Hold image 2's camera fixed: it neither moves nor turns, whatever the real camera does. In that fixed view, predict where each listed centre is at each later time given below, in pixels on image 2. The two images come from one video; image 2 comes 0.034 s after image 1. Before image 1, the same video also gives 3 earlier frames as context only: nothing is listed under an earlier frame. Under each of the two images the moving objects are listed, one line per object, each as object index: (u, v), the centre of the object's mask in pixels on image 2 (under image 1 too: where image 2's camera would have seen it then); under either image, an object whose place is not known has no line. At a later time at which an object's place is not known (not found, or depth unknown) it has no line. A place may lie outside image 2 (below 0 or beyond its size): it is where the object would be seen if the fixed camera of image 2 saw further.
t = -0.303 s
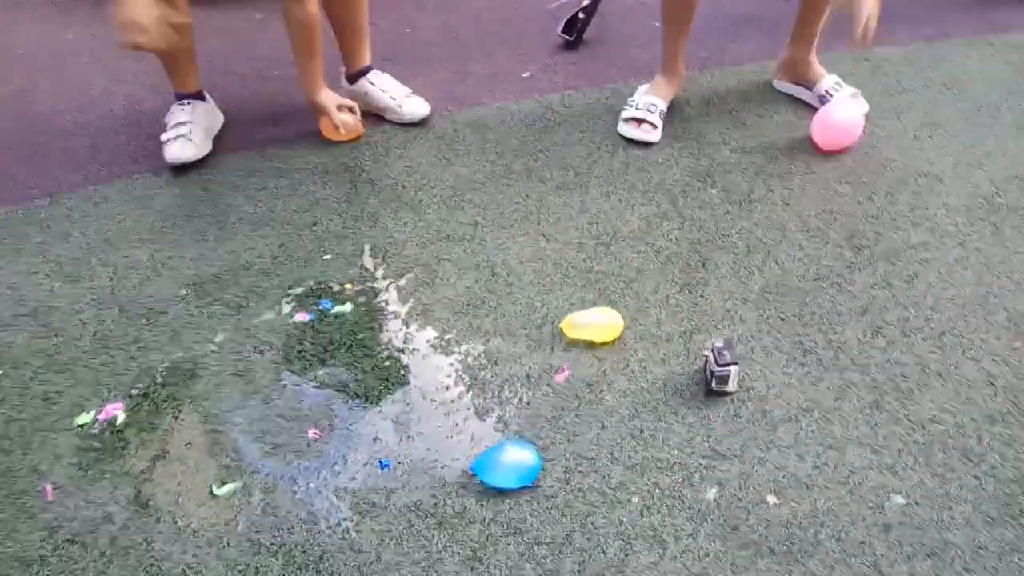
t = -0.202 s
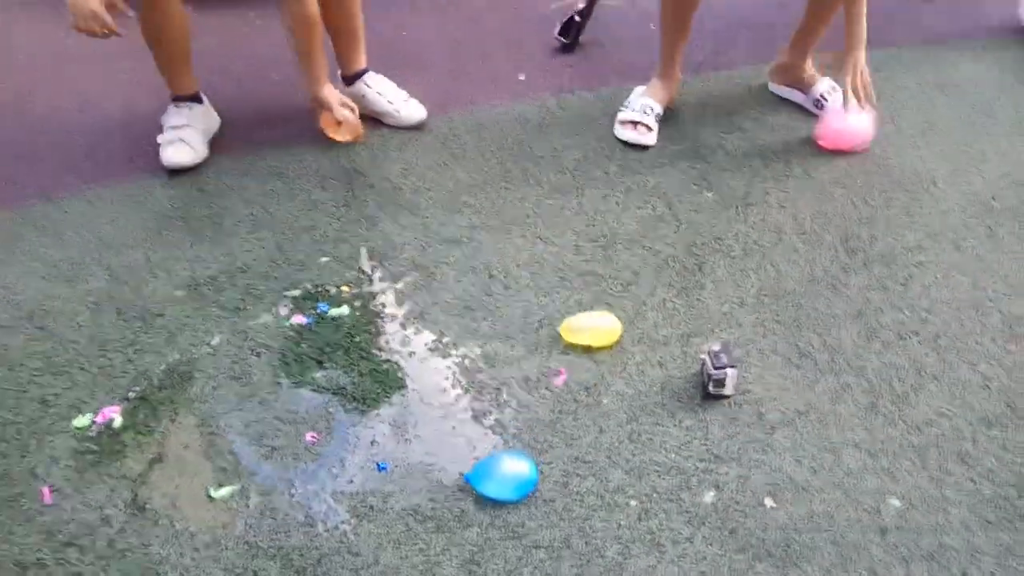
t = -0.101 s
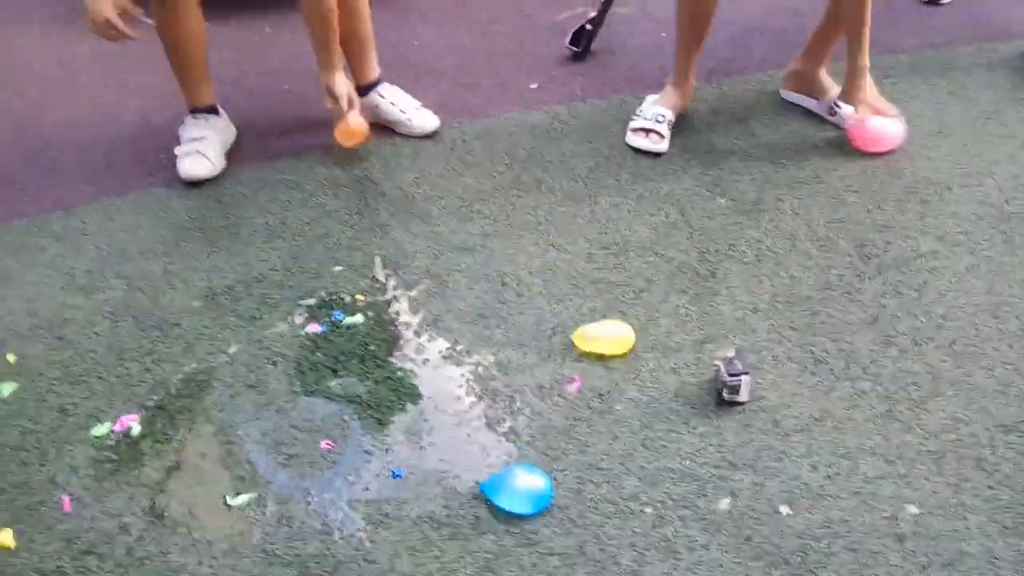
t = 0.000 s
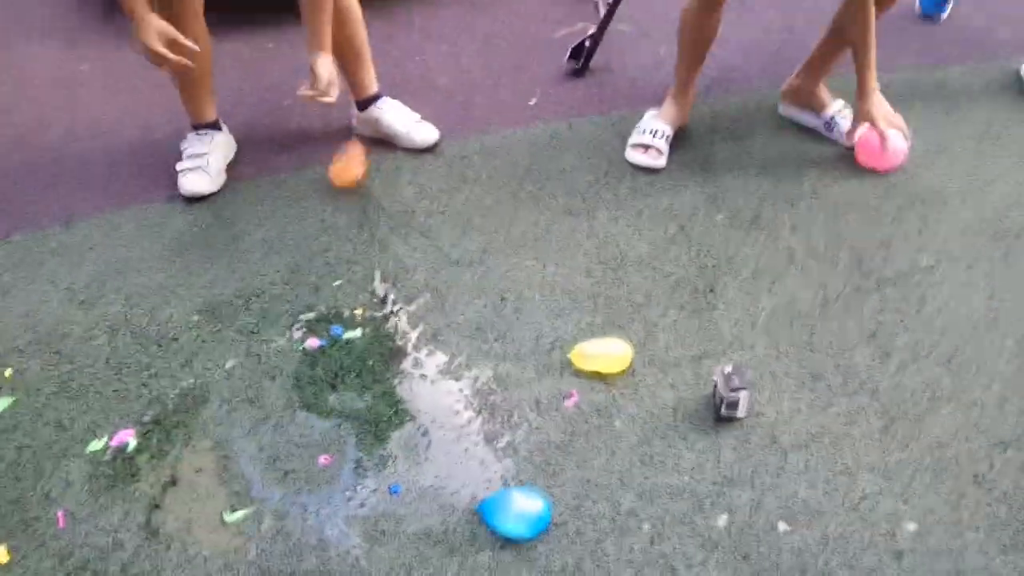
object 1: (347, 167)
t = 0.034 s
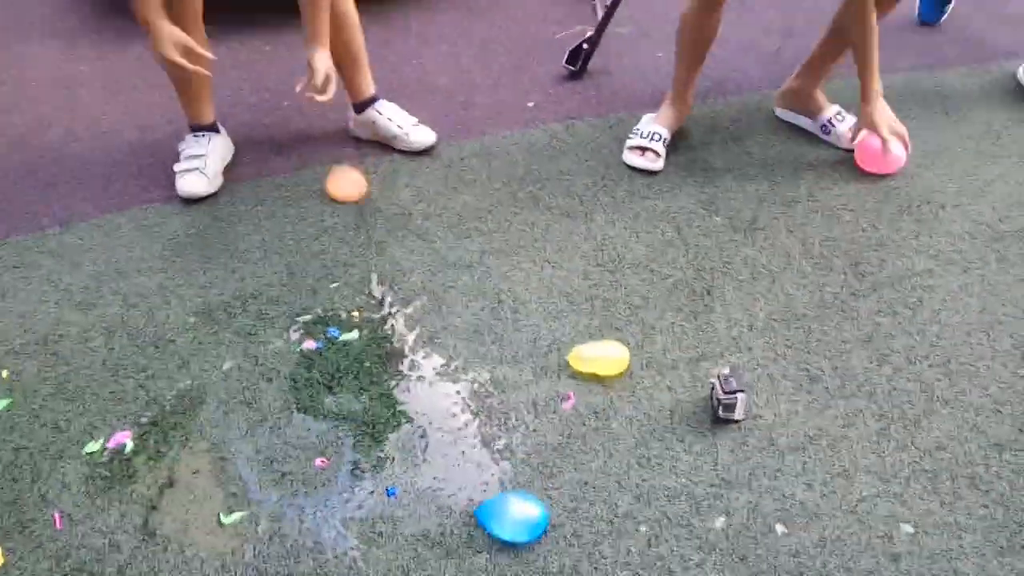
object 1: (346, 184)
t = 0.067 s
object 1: (345, 184)
